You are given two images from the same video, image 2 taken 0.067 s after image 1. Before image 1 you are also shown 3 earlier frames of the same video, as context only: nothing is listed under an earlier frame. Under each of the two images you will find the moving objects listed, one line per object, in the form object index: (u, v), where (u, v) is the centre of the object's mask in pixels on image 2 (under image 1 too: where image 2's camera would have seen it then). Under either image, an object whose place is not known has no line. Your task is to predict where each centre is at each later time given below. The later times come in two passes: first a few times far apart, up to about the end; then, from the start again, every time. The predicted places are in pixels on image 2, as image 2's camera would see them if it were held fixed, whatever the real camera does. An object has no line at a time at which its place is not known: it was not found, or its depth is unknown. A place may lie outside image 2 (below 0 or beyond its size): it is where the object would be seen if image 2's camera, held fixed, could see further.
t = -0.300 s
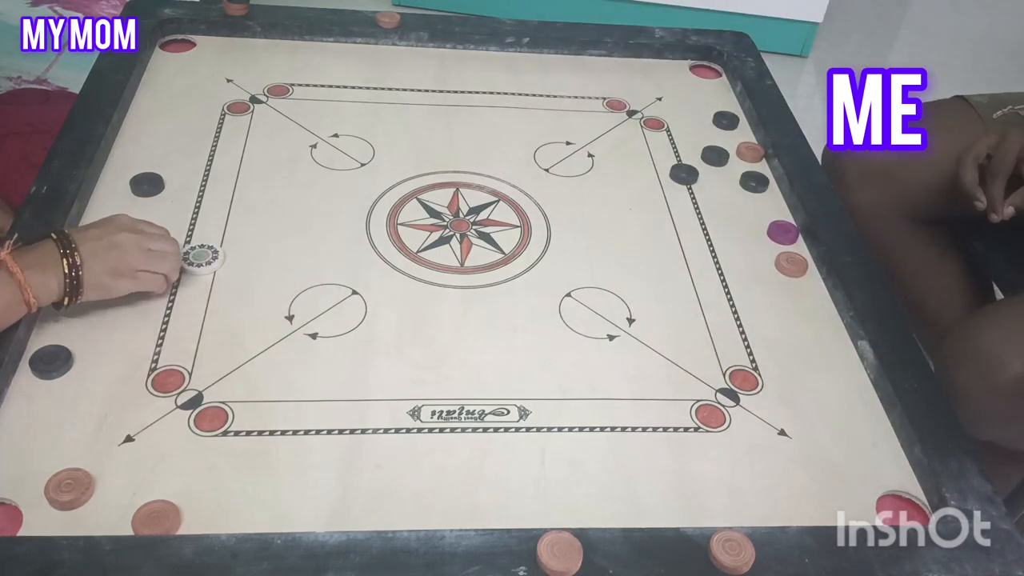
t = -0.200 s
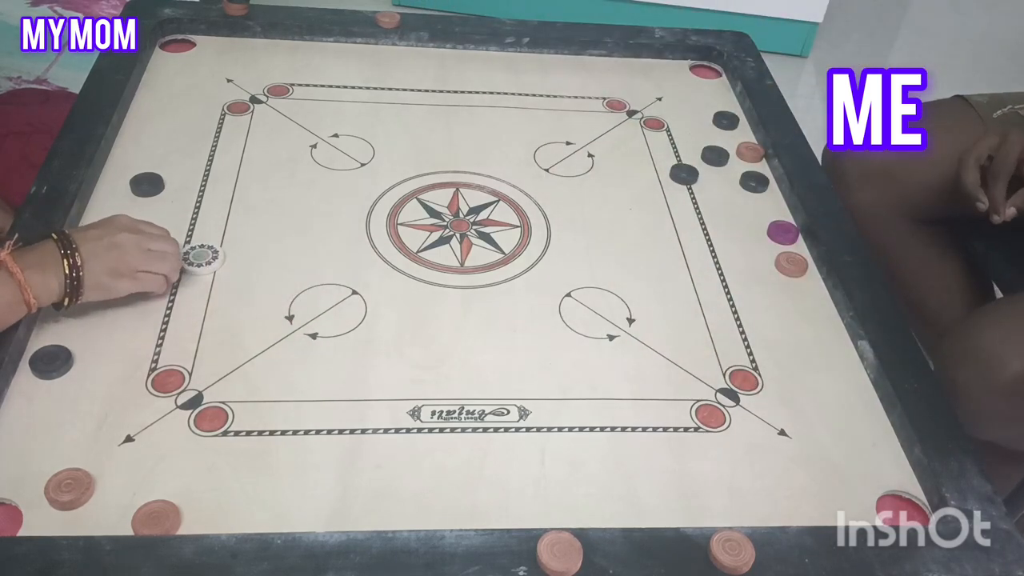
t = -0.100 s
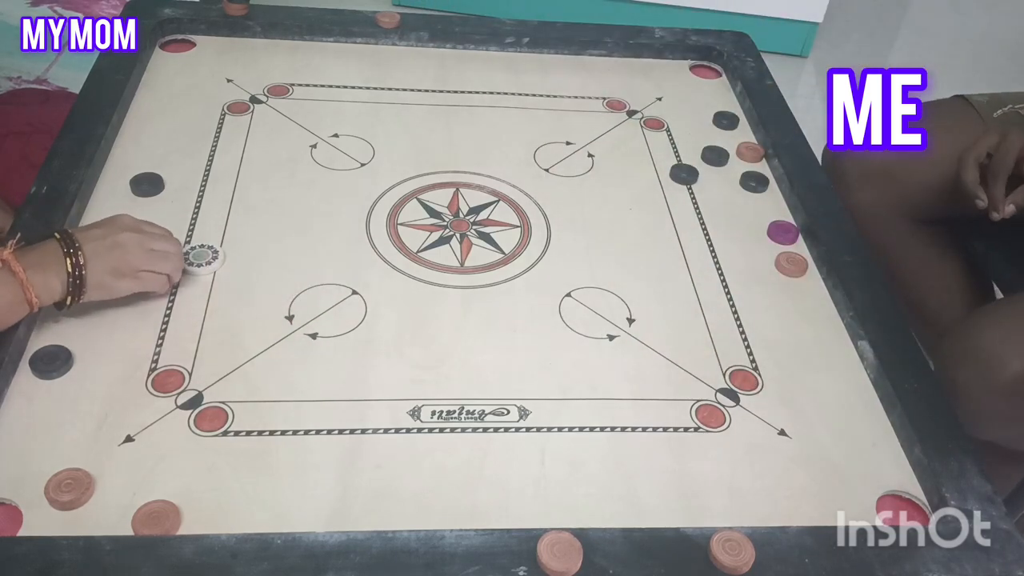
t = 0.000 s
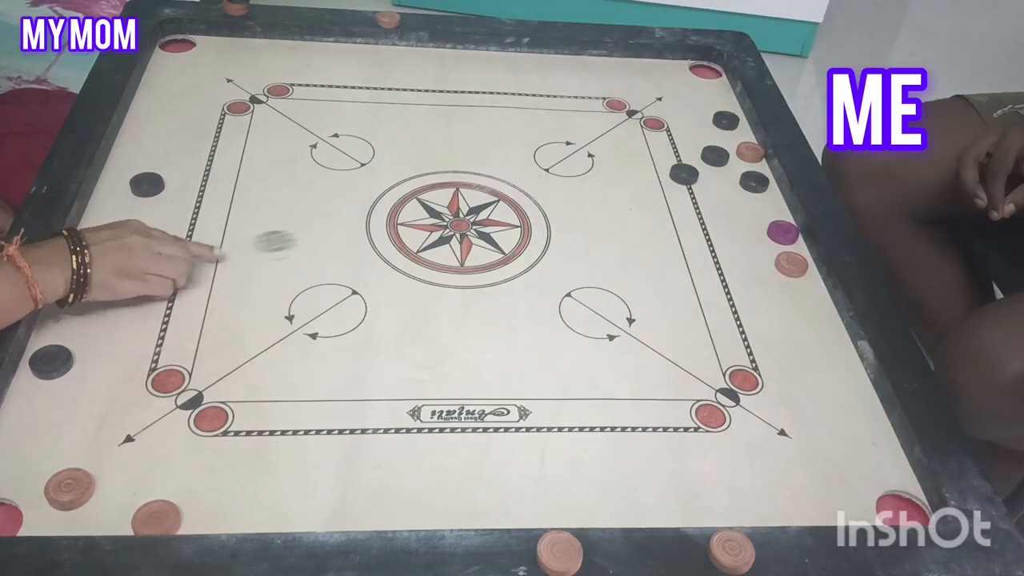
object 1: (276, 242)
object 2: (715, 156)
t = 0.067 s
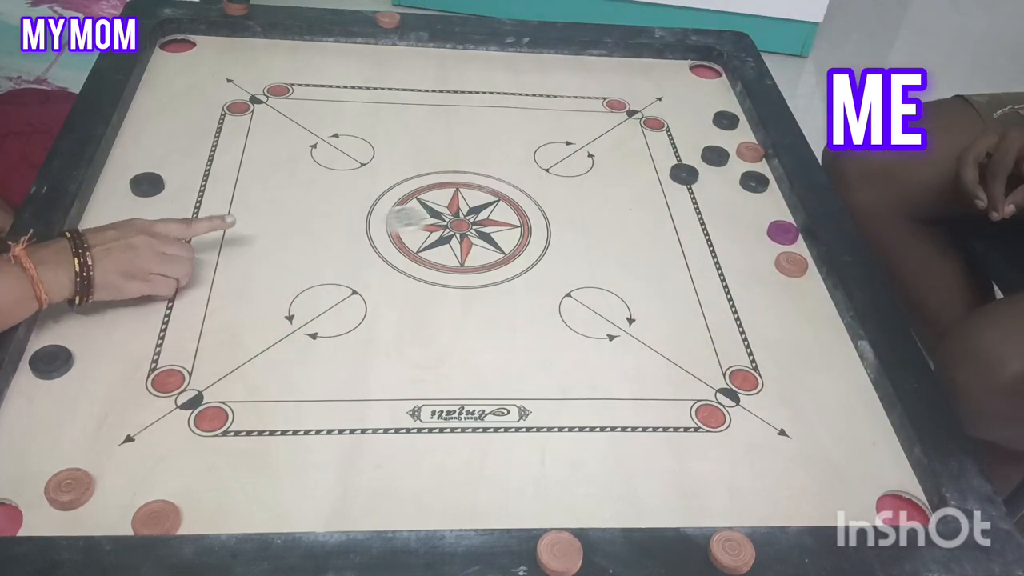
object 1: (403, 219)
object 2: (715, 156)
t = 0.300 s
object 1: (695, 162)
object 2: (720, 139)
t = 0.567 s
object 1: (714, 152)
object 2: (684, 98)
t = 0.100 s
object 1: (460, 209)
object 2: (715, 156)
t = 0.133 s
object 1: (514, 198)
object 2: (715, 156)
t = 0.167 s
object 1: (569, 187)
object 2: (715, 156)
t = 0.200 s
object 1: (620, 179)
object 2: (715, 156)
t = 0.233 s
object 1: (659, 173)
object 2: (715, 156)
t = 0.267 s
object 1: (679, 167)
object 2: (716, 148)
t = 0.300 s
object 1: (695, 162)
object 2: (720, 139)
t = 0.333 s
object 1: (713, 157)
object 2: (722, 133)
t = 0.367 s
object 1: (722, 153)
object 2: (722, 131)
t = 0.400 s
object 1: (721, 153)
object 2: (714, 124)
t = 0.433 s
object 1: (719, 153)
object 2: (707, 119)
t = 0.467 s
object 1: (718, 153)
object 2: (700, 113)
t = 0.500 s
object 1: (716, 152)
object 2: (694, 107)
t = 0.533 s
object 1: (715, 152)
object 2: (689, 103)
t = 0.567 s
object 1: (714, 152)
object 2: (684, 98)
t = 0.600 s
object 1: (714, 152)
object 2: (680, 94)
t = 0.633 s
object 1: (714, 152)
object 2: (676, 90)
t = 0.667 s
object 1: (714, 151)
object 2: (673, 86)
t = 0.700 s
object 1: (714, 151)
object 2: (670, 83)
